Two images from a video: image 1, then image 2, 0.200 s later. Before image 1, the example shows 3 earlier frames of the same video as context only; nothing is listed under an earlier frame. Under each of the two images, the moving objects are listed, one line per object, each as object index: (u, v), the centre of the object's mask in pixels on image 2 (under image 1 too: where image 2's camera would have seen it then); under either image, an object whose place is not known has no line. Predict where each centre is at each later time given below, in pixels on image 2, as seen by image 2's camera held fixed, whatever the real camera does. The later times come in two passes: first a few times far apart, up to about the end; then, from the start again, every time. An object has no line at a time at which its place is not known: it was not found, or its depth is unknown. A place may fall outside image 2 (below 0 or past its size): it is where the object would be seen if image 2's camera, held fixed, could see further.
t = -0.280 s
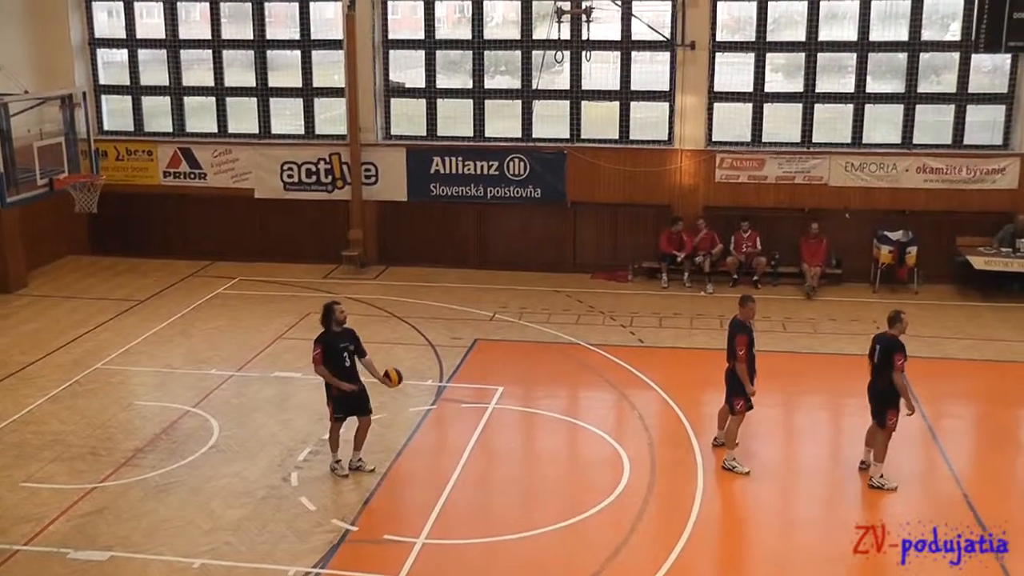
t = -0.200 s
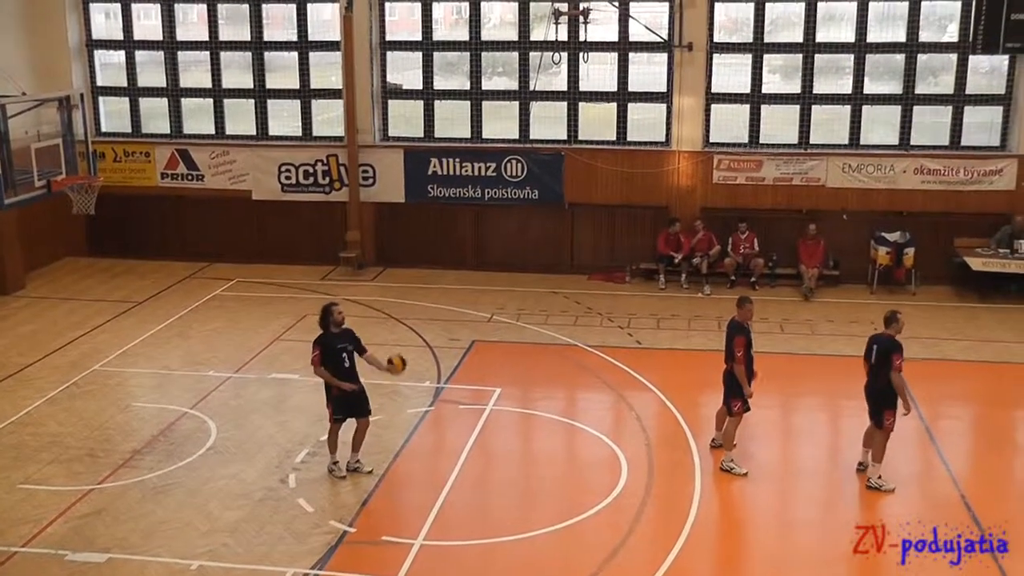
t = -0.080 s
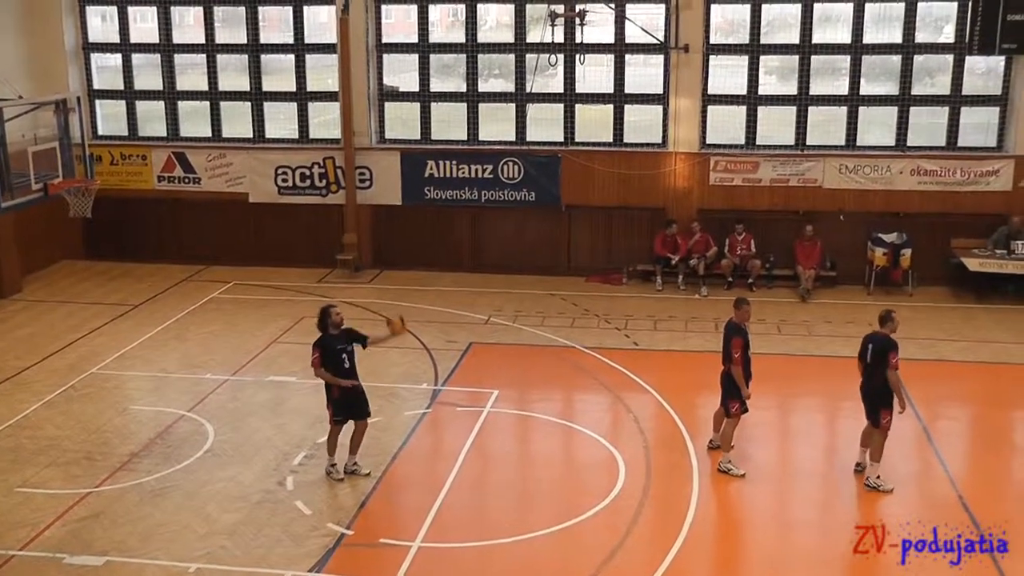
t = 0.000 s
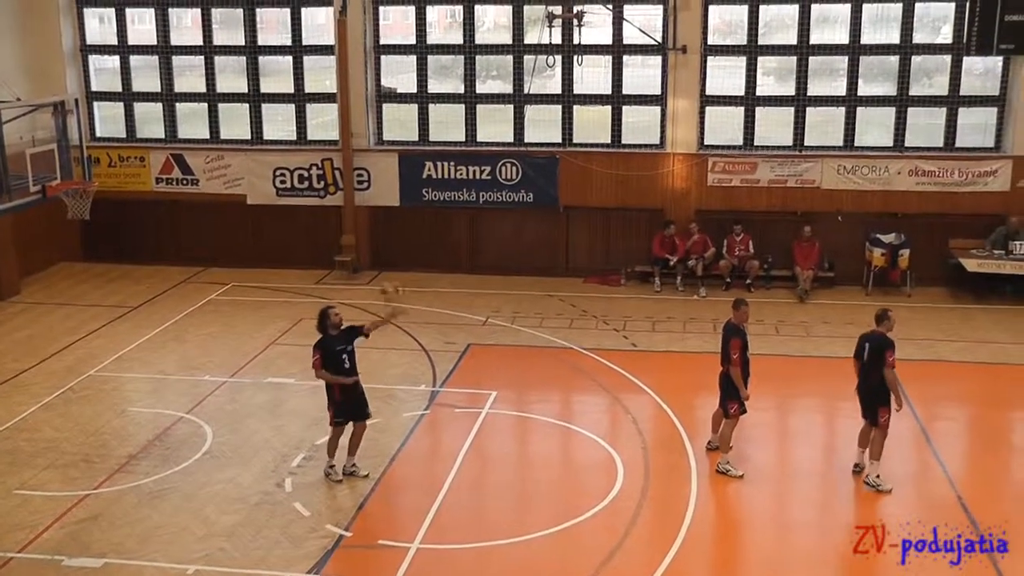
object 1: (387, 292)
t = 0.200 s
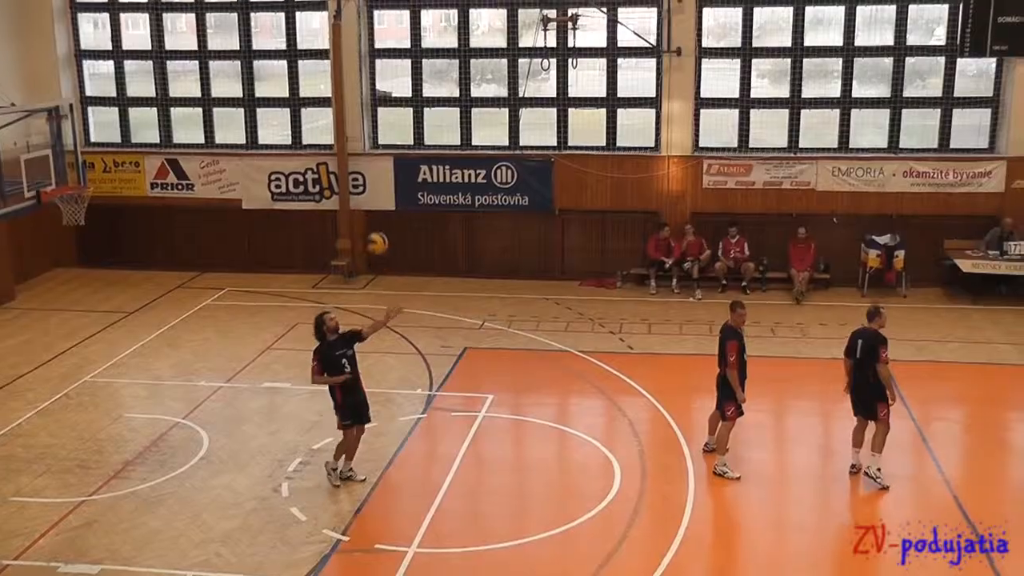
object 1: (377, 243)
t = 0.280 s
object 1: (374, 232)
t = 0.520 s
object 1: (366, 237)
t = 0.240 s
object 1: (375, 237)
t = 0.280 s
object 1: (374, 232)
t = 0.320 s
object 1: (372, 229)
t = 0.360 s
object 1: (372, 228)
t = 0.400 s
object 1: (369, 228)
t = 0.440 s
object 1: (368, 229)
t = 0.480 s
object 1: (366, 232)
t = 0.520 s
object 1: (366, 237)
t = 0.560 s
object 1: (364, 242)
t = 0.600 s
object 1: (363, 250)
